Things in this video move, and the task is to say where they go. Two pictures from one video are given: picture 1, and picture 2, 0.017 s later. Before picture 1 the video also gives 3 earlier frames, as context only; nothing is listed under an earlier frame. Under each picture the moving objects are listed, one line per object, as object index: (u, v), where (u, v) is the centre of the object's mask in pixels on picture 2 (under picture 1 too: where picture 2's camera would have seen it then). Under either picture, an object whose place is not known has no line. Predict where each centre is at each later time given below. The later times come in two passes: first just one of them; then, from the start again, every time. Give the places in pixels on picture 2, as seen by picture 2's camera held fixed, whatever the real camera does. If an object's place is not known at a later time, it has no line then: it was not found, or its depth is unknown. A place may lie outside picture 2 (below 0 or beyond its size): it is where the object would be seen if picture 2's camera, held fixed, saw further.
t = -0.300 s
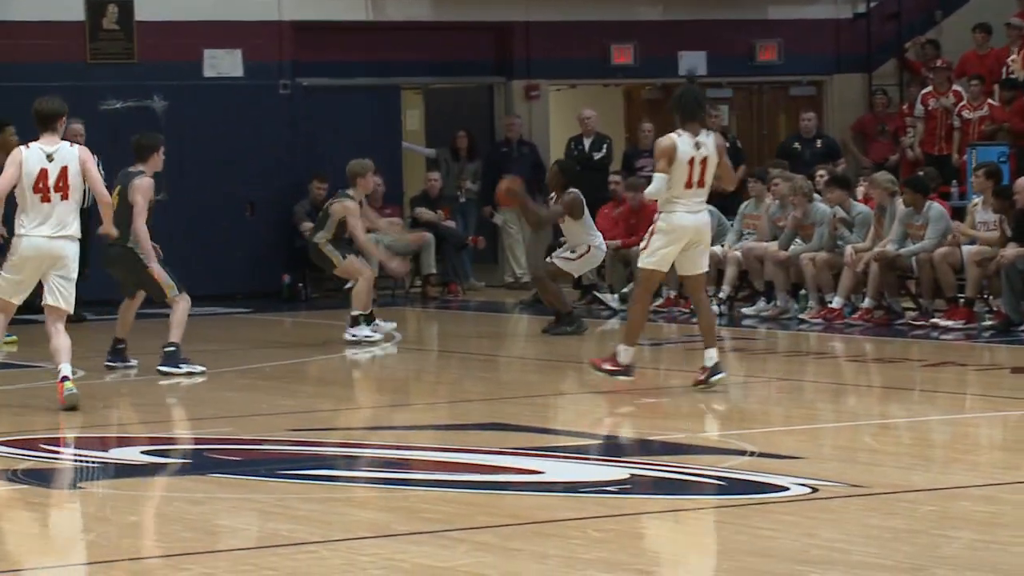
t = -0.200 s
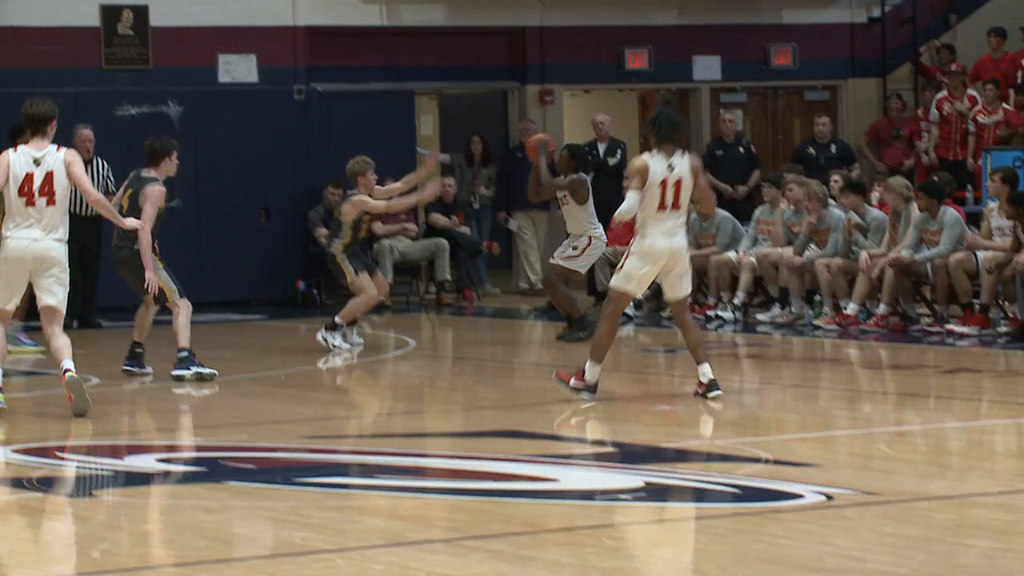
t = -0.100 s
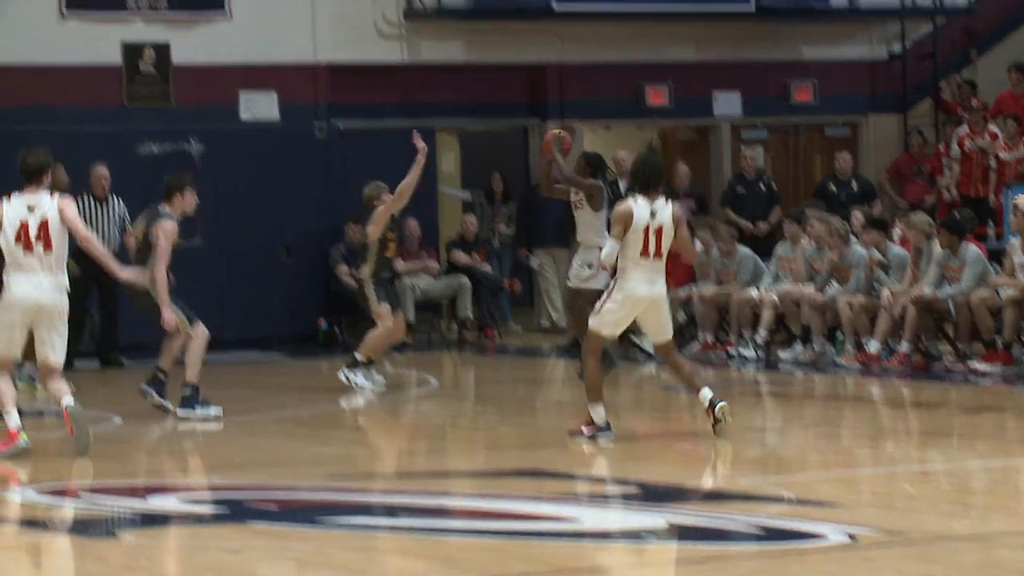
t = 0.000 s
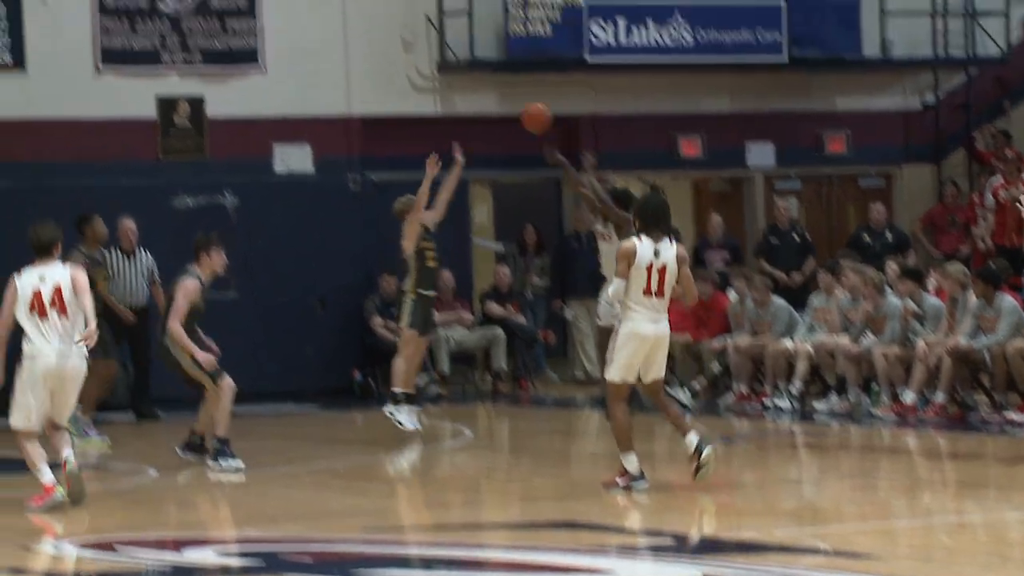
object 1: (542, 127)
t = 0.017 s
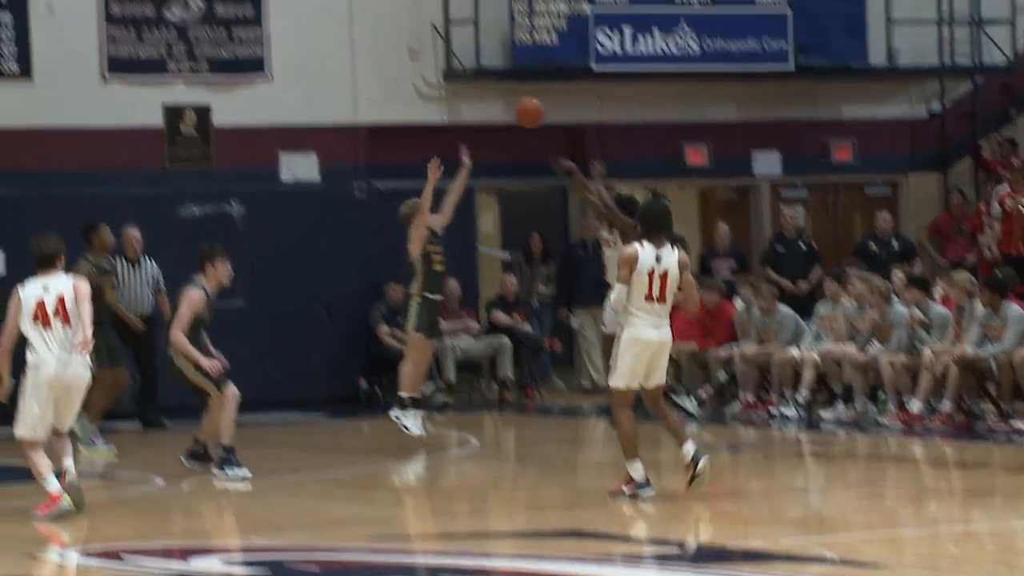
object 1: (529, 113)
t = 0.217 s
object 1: (379, -27)
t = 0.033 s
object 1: (517, 98)
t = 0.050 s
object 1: (504, 85)
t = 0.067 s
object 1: (493, 73)
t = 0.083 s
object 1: (480, 61)
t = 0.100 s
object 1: (467, 49)
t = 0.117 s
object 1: (454, 37)
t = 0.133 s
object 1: (442, 26)
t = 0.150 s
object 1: (429, 14)
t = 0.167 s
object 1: (417, 4)
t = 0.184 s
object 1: (404, -6)
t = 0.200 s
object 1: (392, -17)
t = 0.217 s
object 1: (379, -27)
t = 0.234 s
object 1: (366, -36)
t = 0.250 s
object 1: (354, -46)
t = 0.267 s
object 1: (341, -55)
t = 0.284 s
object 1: (329, -63)
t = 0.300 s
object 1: (316, -71)
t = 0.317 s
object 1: (303, -79)
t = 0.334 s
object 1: (291, -86)
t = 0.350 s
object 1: (278, -93)
